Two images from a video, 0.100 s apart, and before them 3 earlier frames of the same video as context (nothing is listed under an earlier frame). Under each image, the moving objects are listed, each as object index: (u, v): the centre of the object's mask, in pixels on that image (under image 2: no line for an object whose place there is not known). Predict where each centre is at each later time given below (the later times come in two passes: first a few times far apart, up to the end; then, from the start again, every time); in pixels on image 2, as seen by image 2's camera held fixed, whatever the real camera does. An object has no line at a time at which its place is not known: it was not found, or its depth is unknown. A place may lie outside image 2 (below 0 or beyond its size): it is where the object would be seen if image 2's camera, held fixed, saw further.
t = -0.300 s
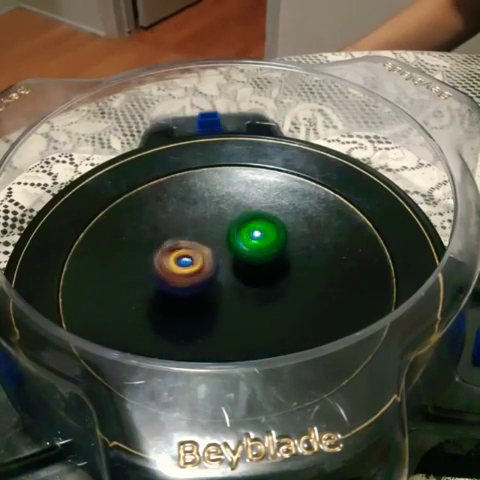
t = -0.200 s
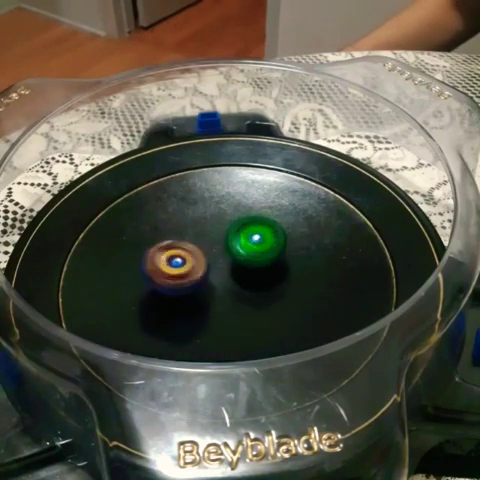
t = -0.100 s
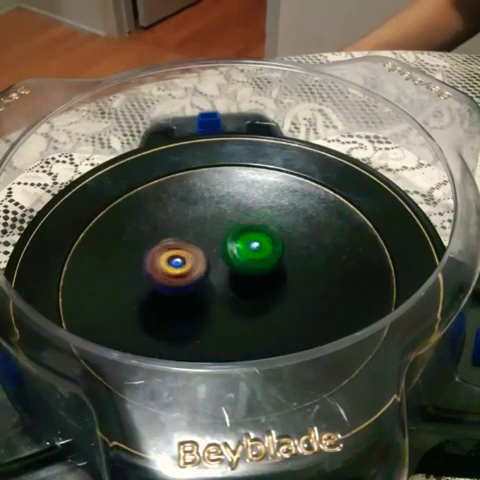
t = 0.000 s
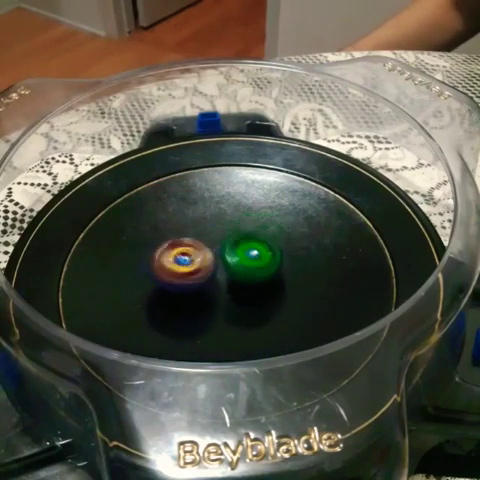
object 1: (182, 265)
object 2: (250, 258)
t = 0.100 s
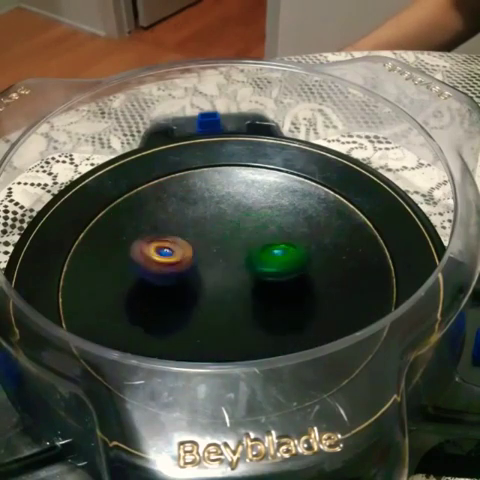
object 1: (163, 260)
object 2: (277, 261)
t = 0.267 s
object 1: (145, 250)
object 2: (277, 261)
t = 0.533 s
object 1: (179, 241)
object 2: (233, 274)
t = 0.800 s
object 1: (213, 234)
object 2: (211, 334)
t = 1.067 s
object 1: (217, 266)
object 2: (192, 307)
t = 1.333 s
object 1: (223, 246)
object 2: (188, 285)
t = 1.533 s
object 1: (232, 243)
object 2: (193, 276)
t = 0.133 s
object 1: (157, 258)
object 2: (283, 262)
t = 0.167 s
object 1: (151, 255)
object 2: (284, 262)
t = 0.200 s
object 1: (148, 252)
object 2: (284, 261)
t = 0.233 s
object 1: (147, 251)
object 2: (282, 260)
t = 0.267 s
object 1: (145, 250)
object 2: (277, 261)
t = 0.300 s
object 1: (147, 248)
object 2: (272, 263)
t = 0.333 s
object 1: (148, 247)
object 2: (267, 263)
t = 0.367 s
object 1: (151, 247)
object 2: (260, 264)
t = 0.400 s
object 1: (156, 245)
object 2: (254, 266)
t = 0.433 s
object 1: (161, 243)
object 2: (250, 267)
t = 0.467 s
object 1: (166, 242)
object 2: (242, 268)
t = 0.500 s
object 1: (174, 243)
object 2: (237, 271)
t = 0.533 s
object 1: (179, 241)
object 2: (233, 274)
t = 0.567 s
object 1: (187, 239)
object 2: (229, 278)
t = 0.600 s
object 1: (193, 235)
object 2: (230, 286)
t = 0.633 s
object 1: (198, 231)
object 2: (231, 299)
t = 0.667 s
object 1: (203, 228)
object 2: (231, 309)
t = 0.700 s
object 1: (207, 228)
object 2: (228, 318)
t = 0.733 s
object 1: (210, 231)
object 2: (224, 326)
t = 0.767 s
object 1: (211, 234)
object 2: (218, 329)
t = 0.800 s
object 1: (213, 234)
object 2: (211, 334)
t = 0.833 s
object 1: (215, 236)
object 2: (206, 333)
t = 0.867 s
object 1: (218, 239)
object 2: (201, 334)
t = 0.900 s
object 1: (218, 247)
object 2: (196, 333)
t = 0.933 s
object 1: (220, 251)
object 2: (195, 332)
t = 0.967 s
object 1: (222, 256)
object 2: (194, 328)
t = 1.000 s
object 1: (222, 261)
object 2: (193, 321)
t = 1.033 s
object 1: (219, 267)
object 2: (193, 315)
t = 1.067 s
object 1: (217, 266)
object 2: (192, 307)
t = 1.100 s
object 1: (218, 265)
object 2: (190, 304)
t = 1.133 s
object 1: (218, 261)
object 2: (187, 307)
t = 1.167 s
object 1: (220, 257)
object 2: (186, 305)
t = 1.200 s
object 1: (221, 254)
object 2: (186, 303)
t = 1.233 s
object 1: (222, 251)
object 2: (187, 300)
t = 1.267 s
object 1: (221, 249)
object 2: (187, 295)
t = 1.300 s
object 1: (223, 249)
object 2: (188, 290)
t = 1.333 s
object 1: (223, 246)
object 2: (188, 285)
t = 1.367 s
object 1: (227, 247)
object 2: (188, 282)
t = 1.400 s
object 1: (227, 244)
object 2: (190, 279)
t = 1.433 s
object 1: (229, 243)
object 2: (194, 277)
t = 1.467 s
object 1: (230, 243)
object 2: (193, 276)
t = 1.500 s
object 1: (232, 242)
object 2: (193, 276)
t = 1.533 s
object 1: (232, 243)
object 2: (193, 276)
